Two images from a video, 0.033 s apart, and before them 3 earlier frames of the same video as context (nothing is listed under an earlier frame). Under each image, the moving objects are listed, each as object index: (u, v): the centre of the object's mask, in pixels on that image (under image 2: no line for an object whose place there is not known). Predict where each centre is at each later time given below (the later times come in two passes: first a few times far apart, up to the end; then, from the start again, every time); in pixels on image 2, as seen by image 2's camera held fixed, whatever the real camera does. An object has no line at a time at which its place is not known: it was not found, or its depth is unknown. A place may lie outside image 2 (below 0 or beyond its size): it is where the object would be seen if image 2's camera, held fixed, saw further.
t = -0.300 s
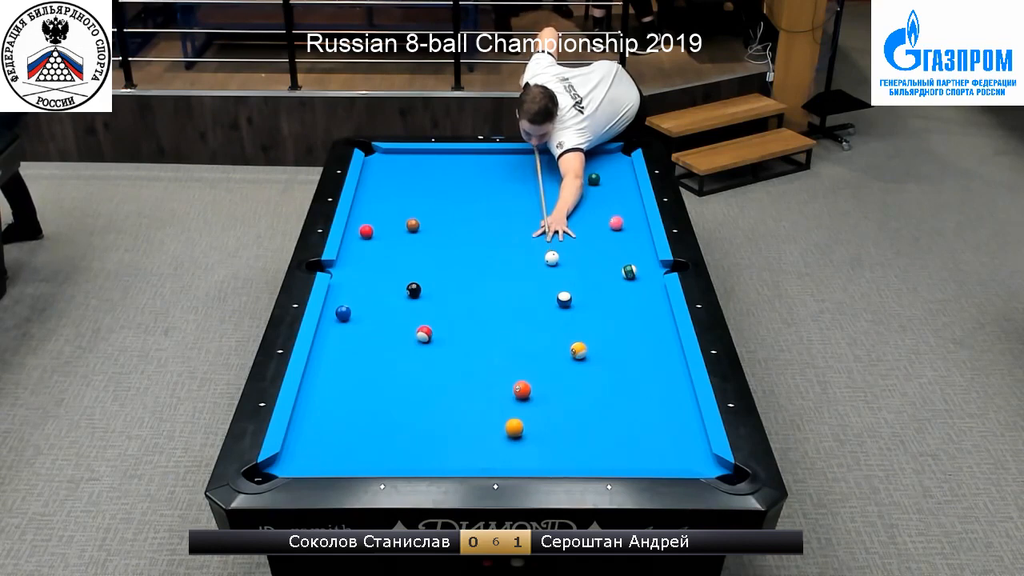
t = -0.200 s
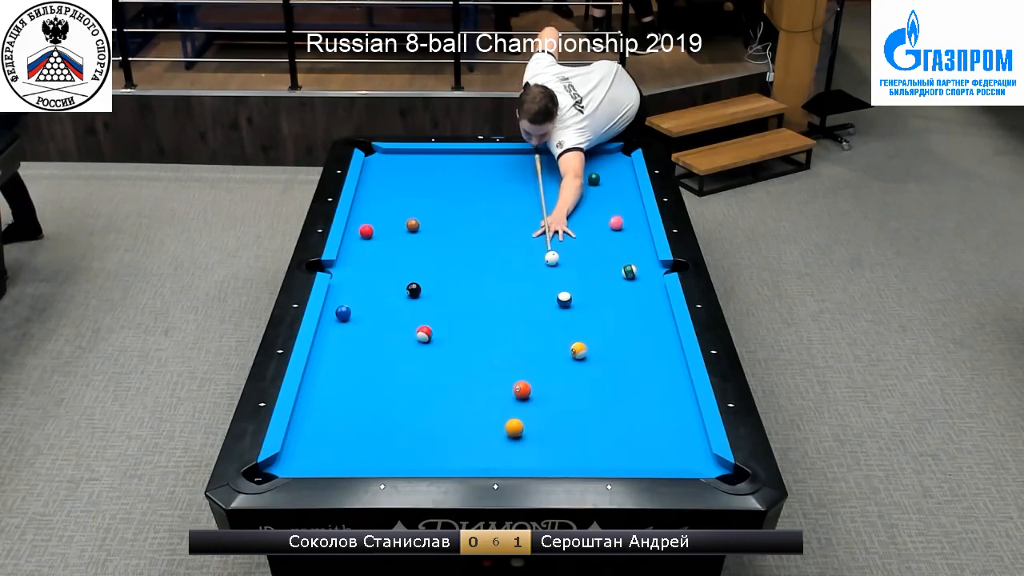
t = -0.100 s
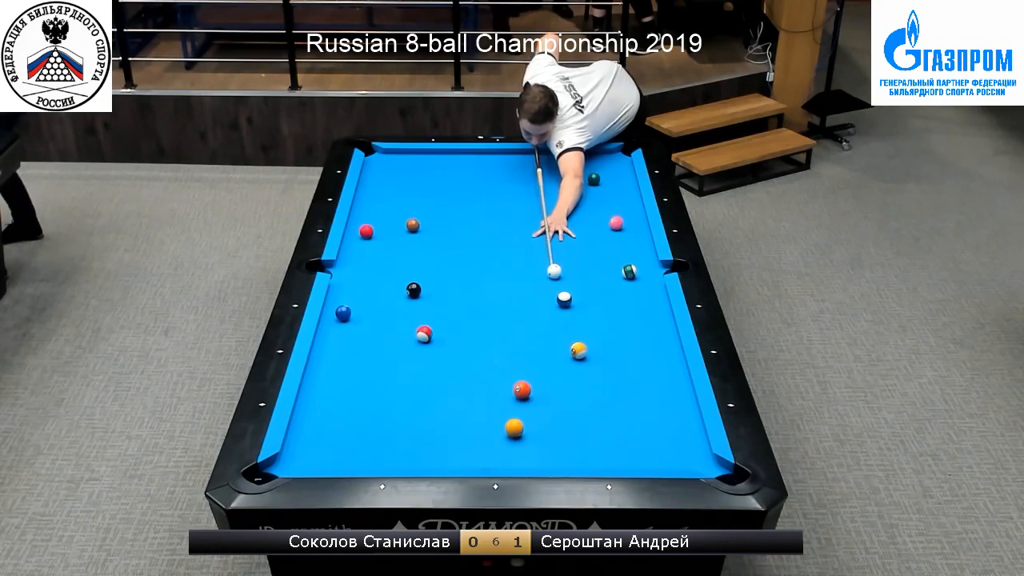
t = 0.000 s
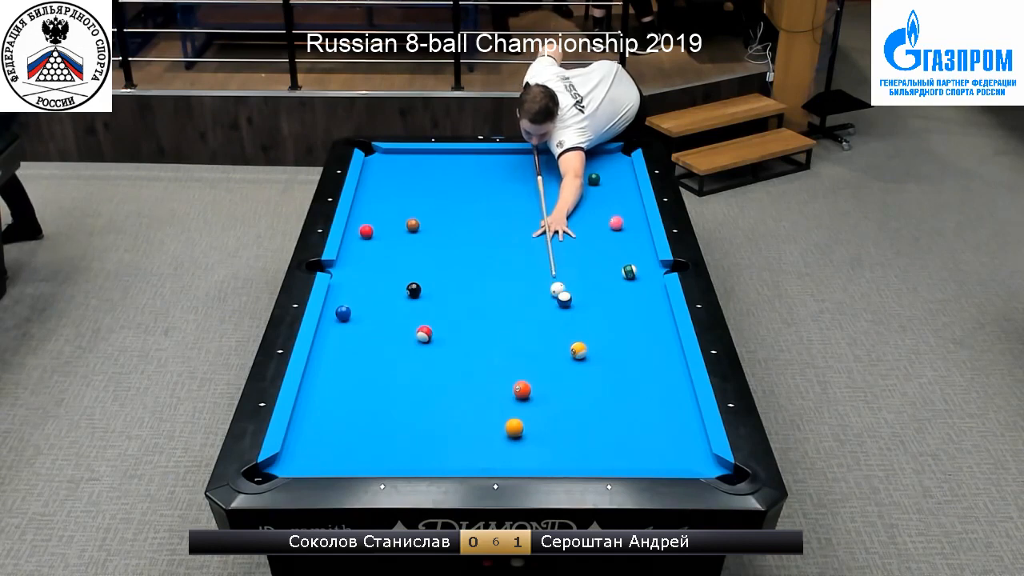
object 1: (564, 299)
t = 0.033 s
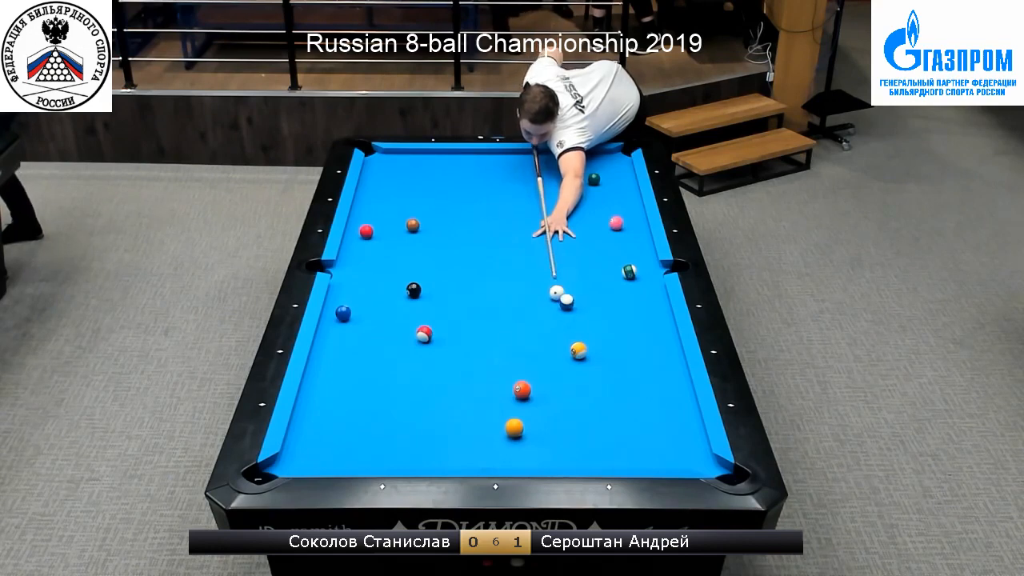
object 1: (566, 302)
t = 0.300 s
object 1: (594, 336)
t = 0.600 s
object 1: (627, 377)
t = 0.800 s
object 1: (651, 406)
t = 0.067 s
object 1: (570, 307)
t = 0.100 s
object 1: (574, 312)
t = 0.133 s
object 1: (577, 315)
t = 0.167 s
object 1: (581, 320)
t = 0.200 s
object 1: (584, 324)
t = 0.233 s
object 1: (587, 328)
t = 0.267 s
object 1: (591, 332)
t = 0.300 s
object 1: (594, 336)
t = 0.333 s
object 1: (598, 340)
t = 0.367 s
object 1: (601, 345)
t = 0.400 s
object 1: (605, 350)
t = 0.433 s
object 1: (609, 353)
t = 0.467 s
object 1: (612, 358)
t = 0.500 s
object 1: (616, 363)
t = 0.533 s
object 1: (620, 367)
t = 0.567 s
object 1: (624, 371)
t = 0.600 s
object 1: (627, 377)
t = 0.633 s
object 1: (631, 381)
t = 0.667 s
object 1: (635, 385)
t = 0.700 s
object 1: (639, 391)
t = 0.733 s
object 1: (643, 395)
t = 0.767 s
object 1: (647, 400)
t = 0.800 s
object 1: (651, 406)
